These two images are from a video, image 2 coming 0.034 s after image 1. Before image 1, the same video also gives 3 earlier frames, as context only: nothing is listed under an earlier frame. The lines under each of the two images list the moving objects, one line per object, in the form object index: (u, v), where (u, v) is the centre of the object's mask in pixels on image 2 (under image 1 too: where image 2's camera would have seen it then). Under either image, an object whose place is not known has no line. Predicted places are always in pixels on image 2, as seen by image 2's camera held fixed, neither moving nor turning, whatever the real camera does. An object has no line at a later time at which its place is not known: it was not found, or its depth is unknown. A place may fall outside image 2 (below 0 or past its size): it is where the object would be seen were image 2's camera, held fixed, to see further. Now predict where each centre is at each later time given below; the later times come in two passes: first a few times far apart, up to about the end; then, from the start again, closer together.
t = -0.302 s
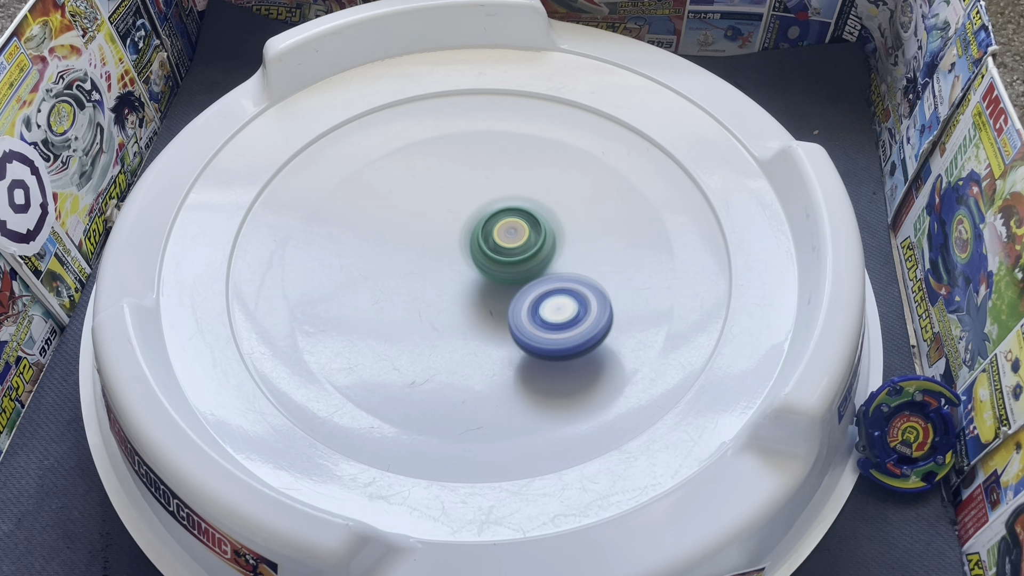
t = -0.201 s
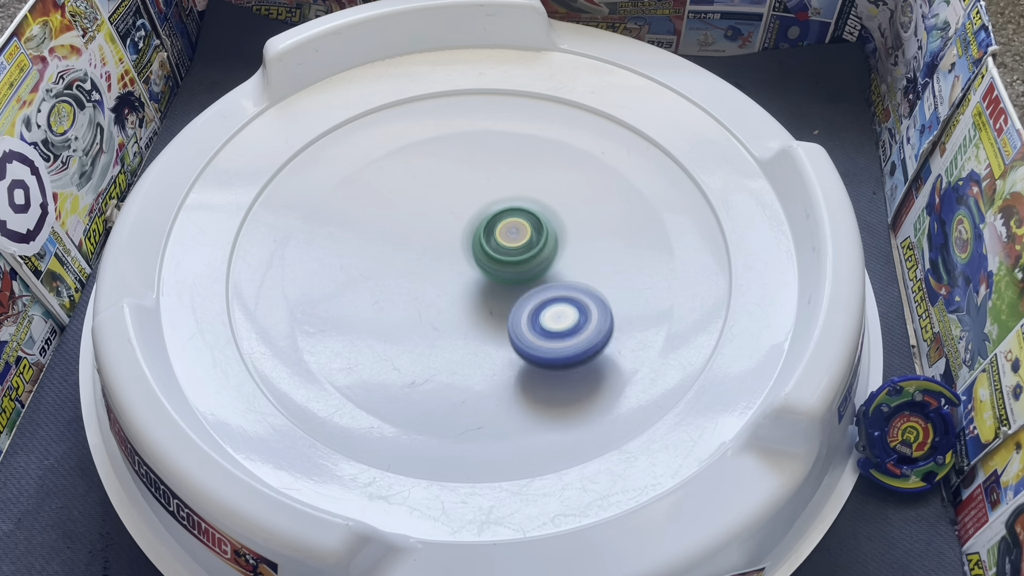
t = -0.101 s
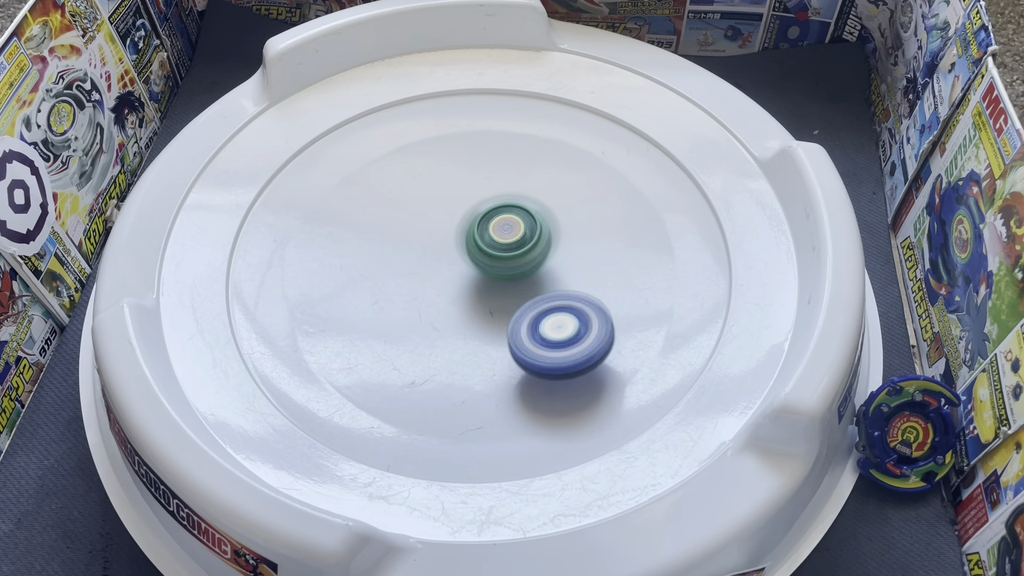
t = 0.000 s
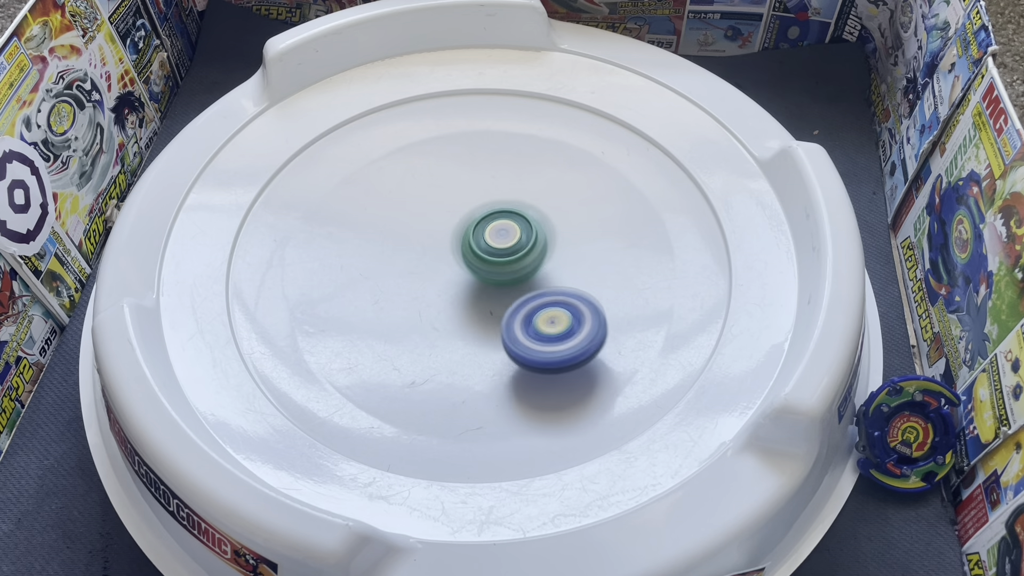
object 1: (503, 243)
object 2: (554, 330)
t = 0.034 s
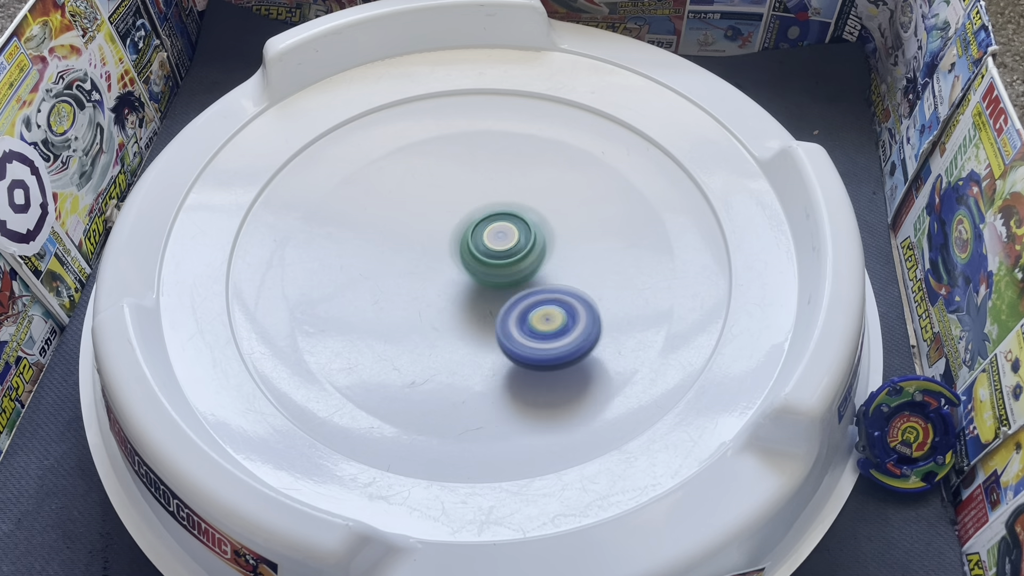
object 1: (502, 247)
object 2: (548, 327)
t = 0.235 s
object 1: (481, 240)
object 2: (510, 344)
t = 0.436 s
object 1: (466, 249)
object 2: (472, 347)
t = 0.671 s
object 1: (455, 259)
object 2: (433, 351)
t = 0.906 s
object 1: (463, 247)
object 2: (411, 355)
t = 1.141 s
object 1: (467, 228)
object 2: (434, 334)
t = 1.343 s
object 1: (510, 162)
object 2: (384, 326)
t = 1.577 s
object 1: (514, 153)
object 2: (410, 335)
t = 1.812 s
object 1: (523, 193)
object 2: (424, 259)
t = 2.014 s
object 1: (586, 189)
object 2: (343, 275)
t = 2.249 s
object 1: (556, 242)
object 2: (388, 299)
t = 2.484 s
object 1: (646, 304)
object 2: (337, 216)
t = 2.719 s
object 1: (591, 307)
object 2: (341, 234)
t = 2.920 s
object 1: (500, 286)
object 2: (395, 239)
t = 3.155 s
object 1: (467, 262)
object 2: (412, 182)
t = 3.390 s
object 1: (466, 247)
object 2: (410, 144)
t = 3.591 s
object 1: (480, 223)
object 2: (432, 158)
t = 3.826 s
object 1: (514, 240)
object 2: (483, 147)
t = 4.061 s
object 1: (534, 254)
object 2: (533, 159)
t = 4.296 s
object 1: (521, 274)
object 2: (574, 185)
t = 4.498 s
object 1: (490, 280)
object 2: (592, 209)
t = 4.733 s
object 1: (457, 269)
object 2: (598, 243)
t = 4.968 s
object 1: (444, 244)
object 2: (583, 282)
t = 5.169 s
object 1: (454, 229)
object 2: (575, 312)
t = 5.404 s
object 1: (480, 229)
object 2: (545, 305)
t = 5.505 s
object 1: (487, 229)
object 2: (525, 308)
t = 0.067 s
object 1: (500, 249)
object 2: (541, 325)
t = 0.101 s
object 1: (497, 245)
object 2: (534, 329)
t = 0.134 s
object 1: (492, 242)
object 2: (528, 334)
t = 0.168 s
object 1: (488, 240)
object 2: (522, 338)
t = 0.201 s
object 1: (485, 239)
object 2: (516, 341)
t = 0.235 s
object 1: (481, 240)
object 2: (510, 344)
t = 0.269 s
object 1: (478, 241)
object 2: (504, 345)
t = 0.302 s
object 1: (475, 241)
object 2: (497, 346)
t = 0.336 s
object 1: (472, 244)
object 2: (491, 346)
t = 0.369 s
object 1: (470, 246)
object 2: (485, 346)
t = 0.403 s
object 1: (469, 247)
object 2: (479, 347)
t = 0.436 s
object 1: (466, 249)
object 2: (472, 347)
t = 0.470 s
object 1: (464, 249)
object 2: (466, 347)
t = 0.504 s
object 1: (463, 252)
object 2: (460, 348)
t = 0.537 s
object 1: (461, 254)
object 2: (453, 348)
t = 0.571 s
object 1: (459, 255)
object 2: (447, 348)
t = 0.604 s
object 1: (458, 257)
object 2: (442, 349)
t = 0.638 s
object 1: (456, 258)
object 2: (437, 350)
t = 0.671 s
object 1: (455, 259)
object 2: (433, 351)
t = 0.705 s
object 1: (454, 261)
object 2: (429, 351)
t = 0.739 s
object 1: (453, 262)
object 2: (426, 351)
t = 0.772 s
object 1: (453, 263)
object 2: (424, 350)
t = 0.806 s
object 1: (452, 264)
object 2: (422, 347)
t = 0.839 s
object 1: (452, 265)
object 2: (421, 344)
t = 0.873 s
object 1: (458, 254)
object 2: (415, 350)
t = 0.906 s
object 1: (463, 247)
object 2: (411, 355)
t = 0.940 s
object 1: (467, 240)
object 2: (411, 359)
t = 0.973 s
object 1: (468, 234)
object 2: (413, 361)
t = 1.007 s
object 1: (468, 233)
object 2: (416, 361)
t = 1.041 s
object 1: (468, 230)
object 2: (420, 358)
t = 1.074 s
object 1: (467, 229)
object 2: (427, 351)
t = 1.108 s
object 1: (467, 229)
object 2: (431, 344)
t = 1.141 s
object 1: (467, 228)
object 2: (434, 334)
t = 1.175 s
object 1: (467, 228)
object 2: (435, 322)
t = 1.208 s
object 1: (468, 228)
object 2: (434, 310)
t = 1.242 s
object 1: (478, 215)
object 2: (422, 312)
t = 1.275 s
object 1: (491, 194)
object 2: (405, 318)
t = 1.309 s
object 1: (502, 175)
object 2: (393, 323)
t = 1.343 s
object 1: (510, 162)
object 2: (384, 326)
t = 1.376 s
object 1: (516, 154)
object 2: (380, 330)
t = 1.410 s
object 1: (518, 149)
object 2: (378, 335)
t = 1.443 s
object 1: (519, 146)
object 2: (379, 339)
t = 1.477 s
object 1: (518, 145)
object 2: (384, 341)
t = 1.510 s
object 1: (517, 145)
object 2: (392, 342)
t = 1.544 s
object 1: (515, 148)
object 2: (401, 340)
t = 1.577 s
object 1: (514, 153)
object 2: (410, 335)
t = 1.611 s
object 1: (512, 158)
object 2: (420, 326)
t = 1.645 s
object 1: (510, 165)
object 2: (429, 316)
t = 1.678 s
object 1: (510, 172)
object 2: (436, 304)
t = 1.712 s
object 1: (509, 180)
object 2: (441, 290)
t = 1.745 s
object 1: (509, 187)
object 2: (443, 277)
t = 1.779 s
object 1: (509, 195)
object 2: (443, 264)
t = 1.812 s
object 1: (523, 193)
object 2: (424, 259)
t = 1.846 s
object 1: (545, 186)
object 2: (398, 260)
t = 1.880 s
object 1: (562, 182)
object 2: (377, 261)
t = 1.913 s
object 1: (574, 180)
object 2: (364, 262)
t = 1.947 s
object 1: (581, 182)
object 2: (354, 265)
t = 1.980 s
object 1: (584, 185)
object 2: (347, 269)
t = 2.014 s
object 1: (586, 189)
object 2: (343, 275)
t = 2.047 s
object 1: (586, 194)
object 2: (342, 281)
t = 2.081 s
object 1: (583, 201)
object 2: (344, 287)
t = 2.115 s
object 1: (580, 208)
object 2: (349, 293)
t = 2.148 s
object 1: (576, 216)
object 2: (357, 298)
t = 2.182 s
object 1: (570, 224)
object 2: (367, 301)
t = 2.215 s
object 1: (563, 232)
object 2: (378, 301)
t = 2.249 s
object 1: (556, 242)
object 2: (388, 299)
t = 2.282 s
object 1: (548, 251)
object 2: (399, 295)
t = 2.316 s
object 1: (540, 259)
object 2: (410, 288)
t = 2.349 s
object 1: (551, 275)
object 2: (403, 263)
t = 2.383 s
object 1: (583, 282)
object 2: (377, 245)
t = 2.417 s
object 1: (612, 291)
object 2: (359, 230)
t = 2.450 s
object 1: (632, 298)
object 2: (346, 221)
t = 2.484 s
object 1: (646, 304)
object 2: (337, 216)
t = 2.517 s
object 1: (650, 308)
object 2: (331, 213)
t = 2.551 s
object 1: (649, 309)
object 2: (328, 214)
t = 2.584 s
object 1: (642, 310)
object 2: (327, 216)
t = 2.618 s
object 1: (632, 310)
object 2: (328, 221)
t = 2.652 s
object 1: (620, 310)
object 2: (331, 226)
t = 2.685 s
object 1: (606, 309)
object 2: (336, 231)
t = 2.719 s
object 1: (591, 307)
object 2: (341, 234)
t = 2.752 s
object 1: (575, 305)
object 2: (349, 237)
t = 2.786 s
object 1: (559, 302)
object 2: (357, 239)
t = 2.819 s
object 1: (543, 298)
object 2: (366, 241)
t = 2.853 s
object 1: (528, 294)
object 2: (376, 241)
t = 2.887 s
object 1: (513, 290)
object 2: (385, 241)
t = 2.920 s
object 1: (500, 286)
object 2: (395, 239)
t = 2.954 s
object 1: (491, 284)
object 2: (402, 233)
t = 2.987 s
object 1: (491, 284)
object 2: (403, 220)
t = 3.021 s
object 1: (489, 282)
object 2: (405, 210)
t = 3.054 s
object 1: (485, 279)
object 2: (407, 201)
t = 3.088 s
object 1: (479, 275)
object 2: (409, 193)
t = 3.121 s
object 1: (473, 269)
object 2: (411, 187)
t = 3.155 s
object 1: (467, 262)
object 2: (412, 182)
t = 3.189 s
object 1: (462, 255)
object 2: (413, 178)
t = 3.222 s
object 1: (460, 251)
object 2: (413, 171)
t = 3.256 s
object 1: (461, 254)
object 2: (411, 160)
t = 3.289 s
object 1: (463, 256)
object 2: (411, 151)
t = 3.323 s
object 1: (464, 255)
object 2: (410, 147)
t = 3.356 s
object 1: (465, 252)
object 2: (410, 144)
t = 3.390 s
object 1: (466, 247)
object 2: (410, 144)
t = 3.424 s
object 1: (467, 242)
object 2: (412, 145)
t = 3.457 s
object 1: (468, 238)
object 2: (414, 146)
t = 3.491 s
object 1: (471, 233)
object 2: (417, 149)
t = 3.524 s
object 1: (473, 229)
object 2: (421, 153)
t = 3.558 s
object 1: (477, 225)
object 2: (426, 156)
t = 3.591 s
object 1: (480, 223)
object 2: (432, 158)
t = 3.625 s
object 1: (486, 225)
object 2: (439, 157)
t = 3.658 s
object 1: (492, 231)
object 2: (446, 153)
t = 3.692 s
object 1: (496, 236)
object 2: (454, 151)
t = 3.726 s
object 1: (501, 237)
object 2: (460, 149)
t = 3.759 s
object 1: (505, 238)
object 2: (467, 149)
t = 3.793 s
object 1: (509, 238)
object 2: (475, 148)
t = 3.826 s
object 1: (514, 240)
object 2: (483, 147)
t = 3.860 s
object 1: (518, 242)
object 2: (490, 148)
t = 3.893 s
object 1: (522, 242)
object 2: (497, 148)
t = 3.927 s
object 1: (525, 246)
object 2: (505, 149)
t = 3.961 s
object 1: (528, 247)
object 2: (513, 150)
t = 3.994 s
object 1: (531, 251)
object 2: (520, 153)
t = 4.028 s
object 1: (533, 253)
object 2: (526, 156)
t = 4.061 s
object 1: (534, 254)
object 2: (533, 159)
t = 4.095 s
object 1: (534, 258)
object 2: (539, 162)
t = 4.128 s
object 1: (534, 261)
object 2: (545, 166)
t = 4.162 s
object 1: (534, 264)
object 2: (551, 170)
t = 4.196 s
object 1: (532, 267)
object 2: (557, 174)
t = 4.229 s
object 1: (530, 269)
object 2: (563, 177)
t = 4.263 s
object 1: (527, 272)
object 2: (569, 181)
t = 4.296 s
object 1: (521, 274)
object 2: (574, 185)
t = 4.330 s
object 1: (516, 276)
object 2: (579, 188)
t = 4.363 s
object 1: (511, 279)
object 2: (583, 192)
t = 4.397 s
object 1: (506, 279)
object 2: (586, 196)
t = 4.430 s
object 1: (500, 280)
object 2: (589, 200)
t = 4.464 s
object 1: (495, 280)
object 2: (591, 204)
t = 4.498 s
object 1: (490, 280)
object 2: (592, 209)
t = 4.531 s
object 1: (484, 279)
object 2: (593, 212)
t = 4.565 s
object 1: (479, 278)
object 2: (594, 217)
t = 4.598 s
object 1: (474, 277)
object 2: (595, 222)
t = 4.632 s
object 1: (470, 275)
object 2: (596, 226)
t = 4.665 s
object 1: (465, 273)
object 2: (597, 232)
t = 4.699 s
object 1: (461, 270)
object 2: (598, 237)
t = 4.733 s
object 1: (457, 269)
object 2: (598, 243)
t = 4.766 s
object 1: (454, 265)
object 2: (597, 248)
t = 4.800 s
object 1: (451, 261)
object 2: (595, 253)
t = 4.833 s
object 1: (449, 257)
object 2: (594, 258)
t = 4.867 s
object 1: (447, 256)
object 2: (591, 264)
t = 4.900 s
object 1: (445, 250)
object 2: (589, 270)
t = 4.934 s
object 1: (445, 248)
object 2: (586, 276)
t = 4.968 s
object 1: (444, 244)
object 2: (583, 282)
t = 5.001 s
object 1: (445, 242)
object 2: (581, 288)
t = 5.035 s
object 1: (446, 237)
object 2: (579, 294)
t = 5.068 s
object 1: (447, 235)
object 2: (577, 300)
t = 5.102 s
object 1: (449, 232)
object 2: (576, 305)
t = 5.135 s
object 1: (452, 230)
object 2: (575, 309)
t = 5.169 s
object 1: (454, 229)
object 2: (575, 312)
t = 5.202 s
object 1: (457, 228)
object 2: (574, 313)
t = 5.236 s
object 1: (461, 228)
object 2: (571, 312)
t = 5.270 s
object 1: (464, 227)
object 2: (567, 311)
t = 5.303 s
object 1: (469, 228)
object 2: (562, 309)
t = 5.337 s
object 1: (472, 228)
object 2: (557, 307)
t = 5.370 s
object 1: (476, 228)
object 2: (551, 305)
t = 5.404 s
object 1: (480, 229)
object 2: (545, 305)
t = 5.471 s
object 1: (485, 231)
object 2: (536, 304)
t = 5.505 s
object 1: (487, 229)
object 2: (525, 308)
